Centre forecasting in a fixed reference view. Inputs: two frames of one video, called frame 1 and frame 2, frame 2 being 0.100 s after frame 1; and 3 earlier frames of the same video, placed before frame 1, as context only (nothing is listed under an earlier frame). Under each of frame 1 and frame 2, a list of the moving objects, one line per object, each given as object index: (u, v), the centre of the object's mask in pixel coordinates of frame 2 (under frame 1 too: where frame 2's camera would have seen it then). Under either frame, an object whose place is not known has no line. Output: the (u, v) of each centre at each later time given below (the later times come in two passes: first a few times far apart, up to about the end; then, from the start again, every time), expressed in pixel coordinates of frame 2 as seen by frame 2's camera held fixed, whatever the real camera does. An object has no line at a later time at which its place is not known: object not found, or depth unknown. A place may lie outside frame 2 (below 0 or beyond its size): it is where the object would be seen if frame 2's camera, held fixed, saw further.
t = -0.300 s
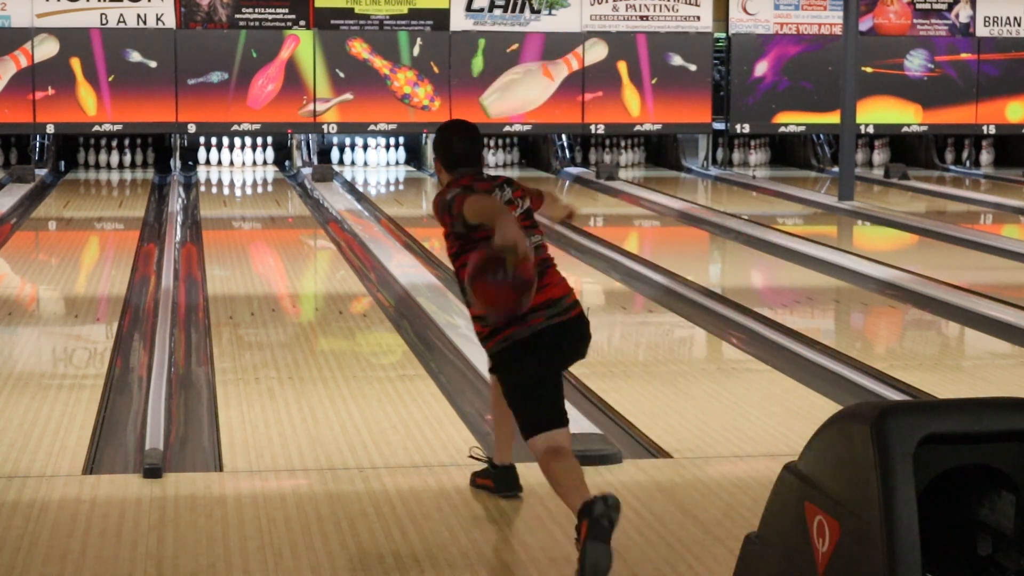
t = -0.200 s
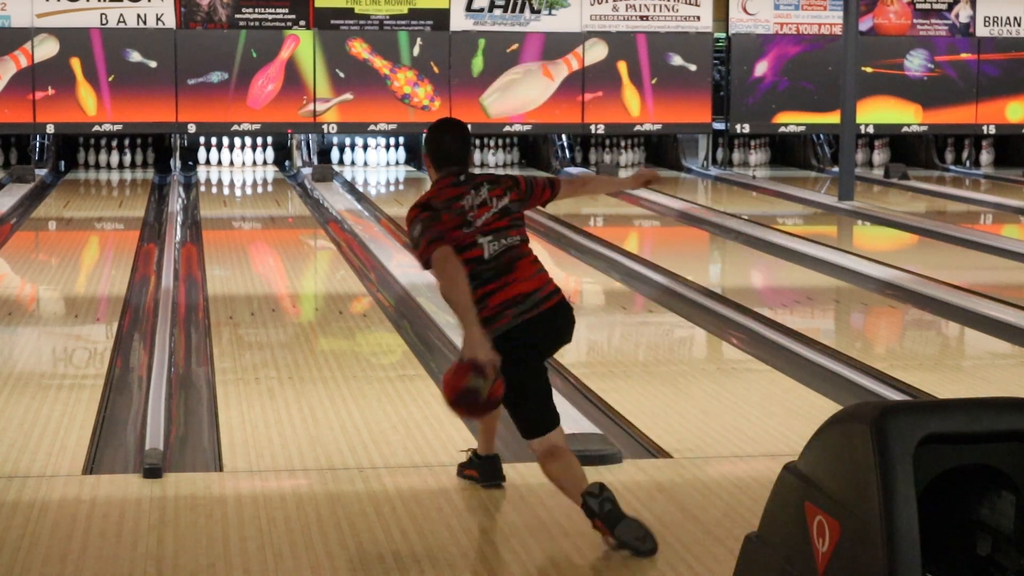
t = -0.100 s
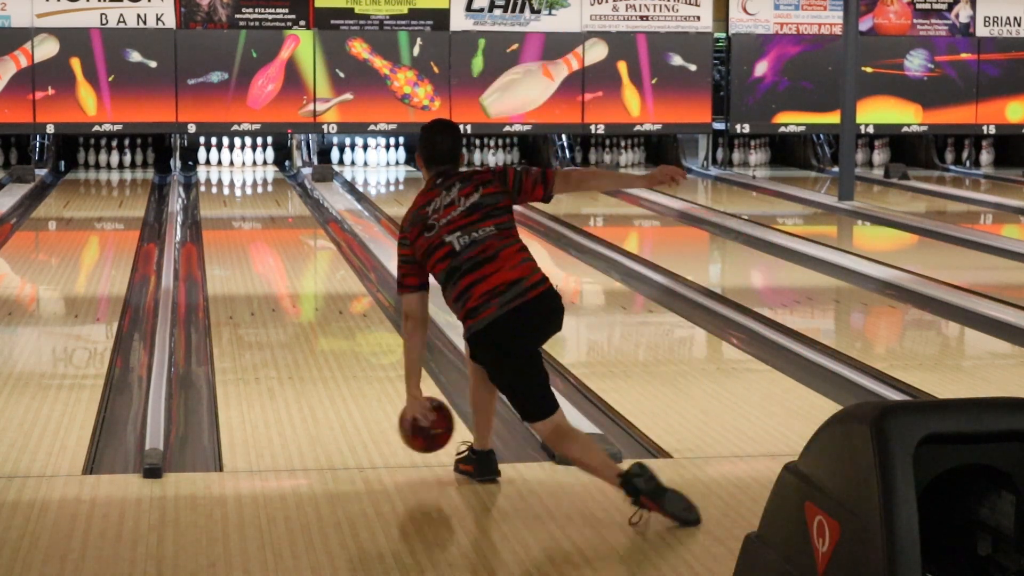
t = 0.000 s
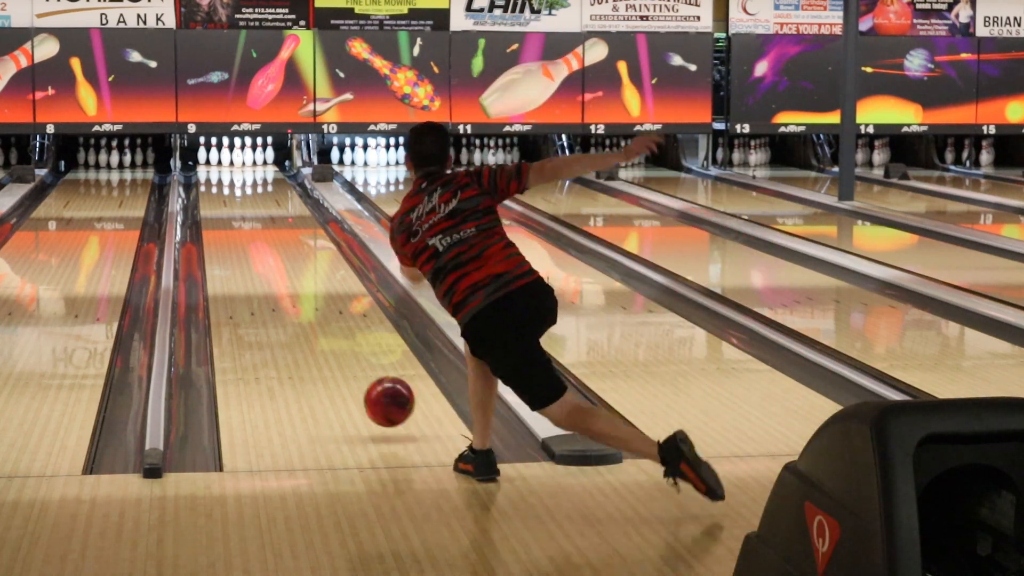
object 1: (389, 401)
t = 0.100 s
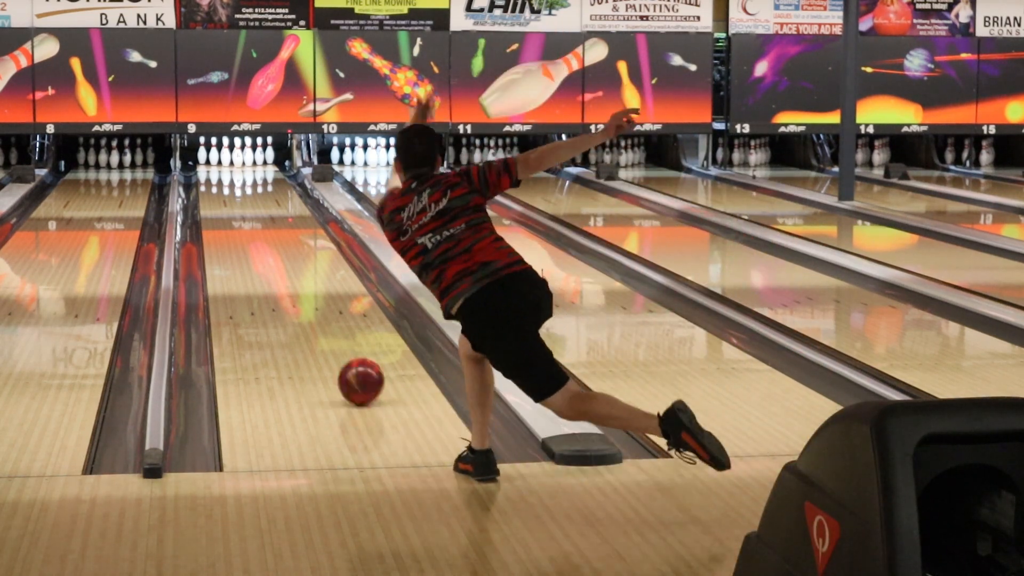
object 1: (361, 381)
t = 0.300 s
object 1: (318, 331)
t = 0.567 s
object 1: (278, 283)
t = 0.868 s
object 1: (249, 245)
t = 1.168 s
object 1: (229, 218)
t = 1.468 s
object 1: (216, 197)
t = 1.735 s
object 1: (213, 183)
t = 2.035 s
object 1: (220, 170)
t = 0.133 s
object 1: (353, 372)
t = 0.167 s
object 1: (345, 363)
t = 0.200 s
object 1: (338, 355)
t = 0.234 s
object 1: (331, 346)
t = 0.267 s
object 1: (324, 338)
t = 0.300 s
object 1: (318, 331)
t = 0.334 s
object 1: (312, 324)
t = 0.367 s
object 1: (306, 317)
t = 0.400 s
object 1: (301, 311)
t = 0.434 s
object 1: (296, 305)
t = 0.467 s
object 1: (291, 299)
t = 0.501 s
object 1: (287, 294)
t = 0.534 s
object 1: (282, 288)
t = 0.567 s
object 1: (278, 283)
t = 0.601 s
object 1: (275, 278)
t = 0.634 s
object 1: (271, 274)
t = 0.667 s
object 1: (267, 269)
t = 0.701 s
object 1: (264, 265)
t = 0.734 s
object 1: (260, 261)
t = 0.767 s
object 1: (257, 256)
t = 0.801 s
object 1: (254, 253)
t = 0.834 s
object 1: (251, 249)
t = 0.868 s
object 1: (249, 245)
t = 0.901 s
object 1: (246, 242)
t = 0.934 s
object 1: (244, 238)
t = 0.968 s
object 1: (241, 235)
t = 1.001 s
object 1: (239, 232)
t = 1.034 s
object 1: (237, 229)
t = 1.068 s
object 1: (235, 226)
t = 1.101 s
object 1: (233, 223)
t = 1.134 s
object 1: (231, 220)
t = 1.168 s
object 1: (229, 218)
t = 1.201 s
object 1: (227, 215)
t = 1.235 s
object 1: (226, 212)
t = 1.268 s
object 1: (224, 210)
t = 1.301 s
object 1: (223, 208)
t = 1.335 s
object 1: (221, 205)
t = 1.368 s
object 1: (220, 203)
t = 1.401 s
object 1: (218, 201)
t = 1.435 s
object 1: (217, 199)
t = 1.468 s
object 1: (216, 197)
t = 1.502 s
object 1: (215, 195)
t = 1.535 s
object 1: (214, 194)
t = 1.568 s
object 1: (214, 191)
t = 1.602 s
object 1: (213, 190)
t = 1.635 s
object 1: (213, 188)
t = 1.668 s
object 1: (213, 186)
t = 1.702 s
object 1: (213, 185)
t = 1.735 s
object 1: (213, 183)
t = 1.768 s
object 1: (213, 181)
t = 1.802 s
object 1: (213, 180)
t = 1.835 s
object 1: (214, 178)
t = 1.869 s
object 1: (214, 176)
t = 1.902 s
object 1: (215, 175)
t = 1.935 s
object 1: (216, 174)
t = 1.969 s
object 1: (218, 173)
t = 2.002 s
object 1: (219, 172)
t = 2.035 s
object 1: (220, 170)
